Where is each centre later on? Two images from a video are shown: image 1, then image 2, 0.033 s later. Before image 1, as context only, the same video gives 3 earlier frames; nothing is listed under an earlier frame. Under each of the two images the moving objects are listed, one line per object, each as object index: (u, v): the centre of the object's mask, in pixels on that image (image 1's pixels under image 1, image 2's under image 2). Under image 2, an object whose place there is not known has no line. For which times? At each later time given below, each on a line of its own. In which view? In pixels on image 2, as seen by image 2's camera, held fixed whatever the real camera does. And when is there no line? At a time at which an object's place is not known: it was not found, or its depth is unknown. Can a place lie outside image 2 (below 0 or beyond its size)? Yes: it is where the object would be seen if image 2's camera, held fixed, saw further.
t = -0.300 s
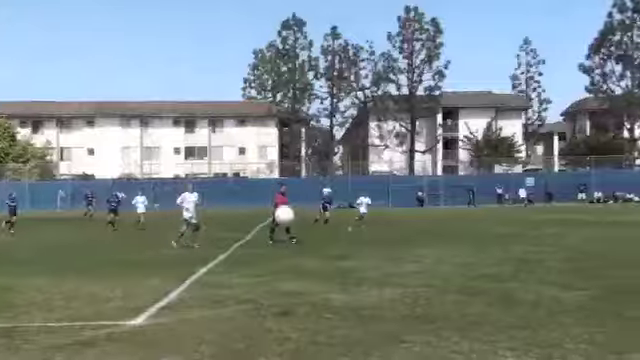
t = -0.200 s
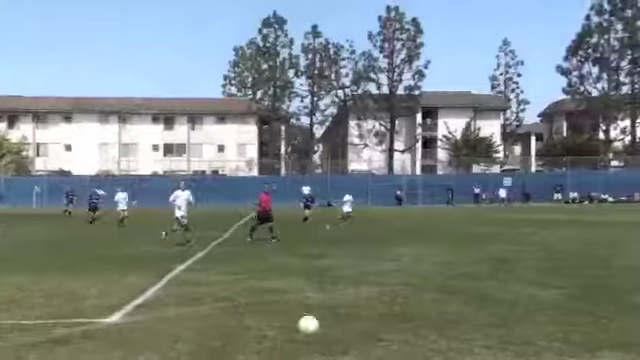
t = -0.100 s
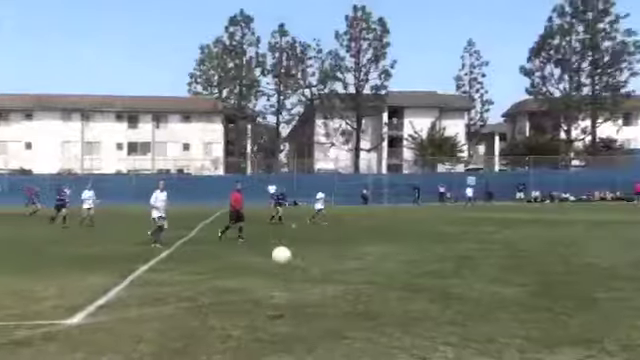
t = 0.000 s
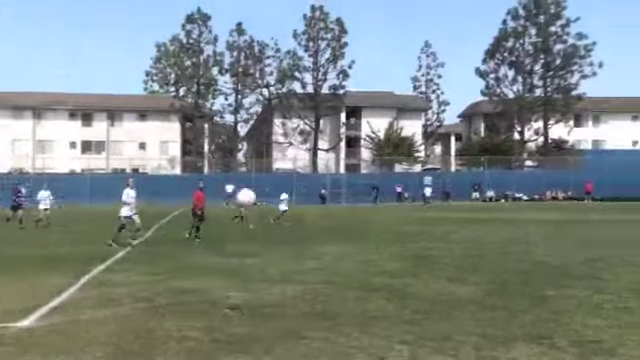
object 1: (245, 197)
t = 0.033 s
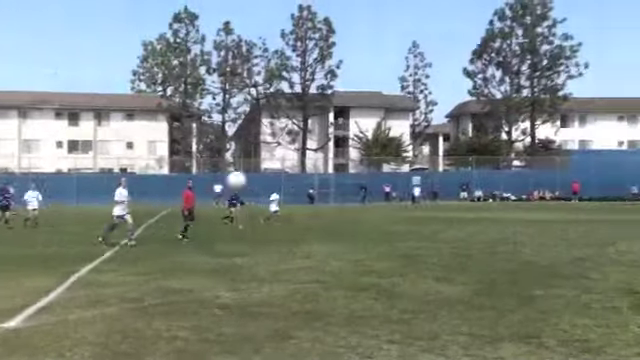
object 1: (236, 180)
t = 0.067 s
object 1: (238, 163)
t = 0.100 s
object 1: (241, 148)
